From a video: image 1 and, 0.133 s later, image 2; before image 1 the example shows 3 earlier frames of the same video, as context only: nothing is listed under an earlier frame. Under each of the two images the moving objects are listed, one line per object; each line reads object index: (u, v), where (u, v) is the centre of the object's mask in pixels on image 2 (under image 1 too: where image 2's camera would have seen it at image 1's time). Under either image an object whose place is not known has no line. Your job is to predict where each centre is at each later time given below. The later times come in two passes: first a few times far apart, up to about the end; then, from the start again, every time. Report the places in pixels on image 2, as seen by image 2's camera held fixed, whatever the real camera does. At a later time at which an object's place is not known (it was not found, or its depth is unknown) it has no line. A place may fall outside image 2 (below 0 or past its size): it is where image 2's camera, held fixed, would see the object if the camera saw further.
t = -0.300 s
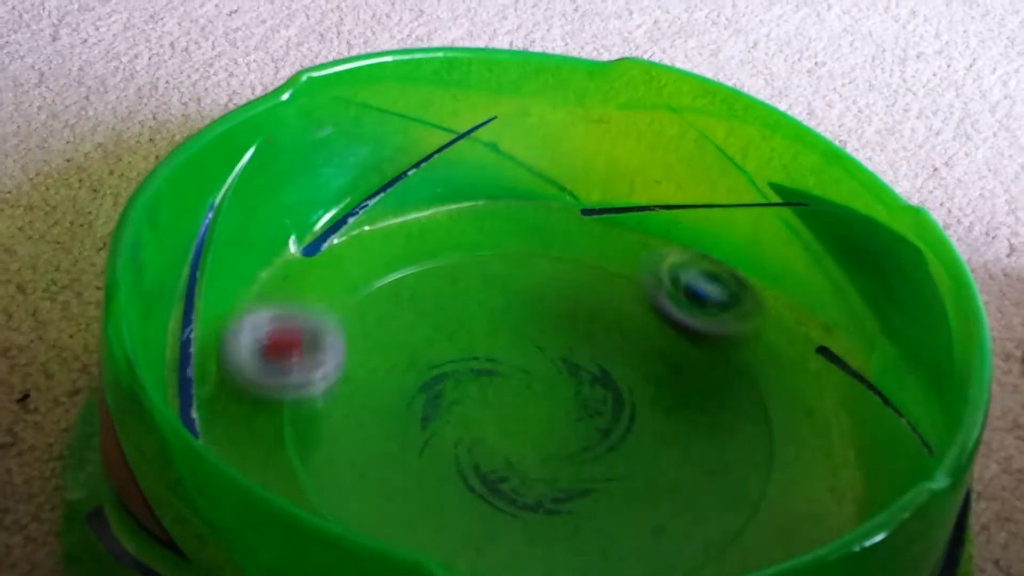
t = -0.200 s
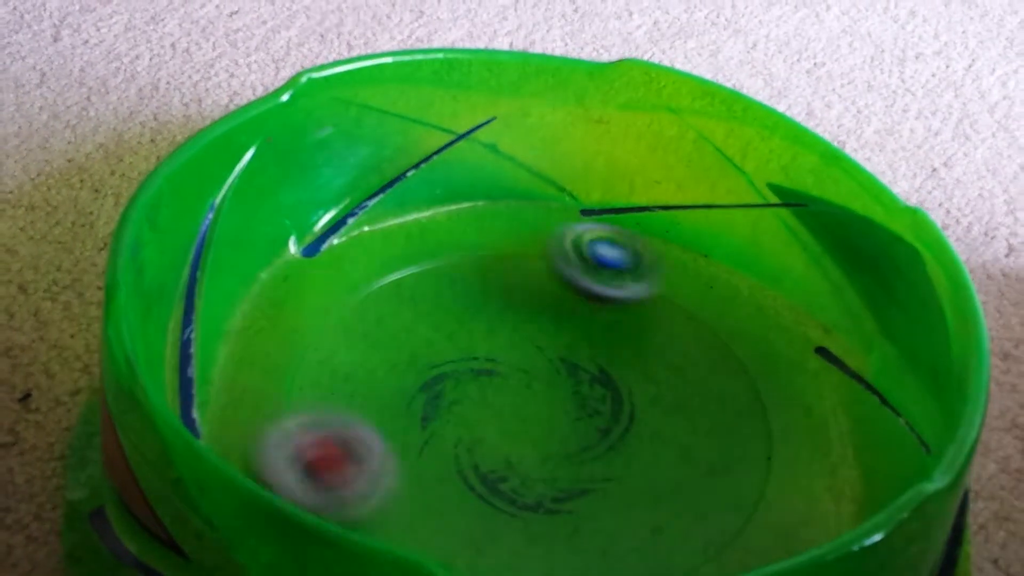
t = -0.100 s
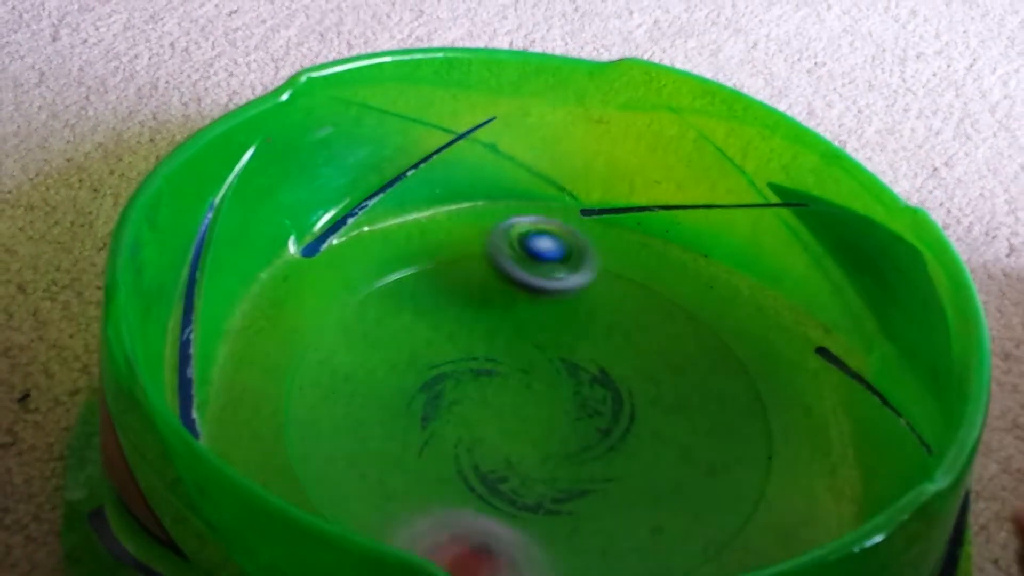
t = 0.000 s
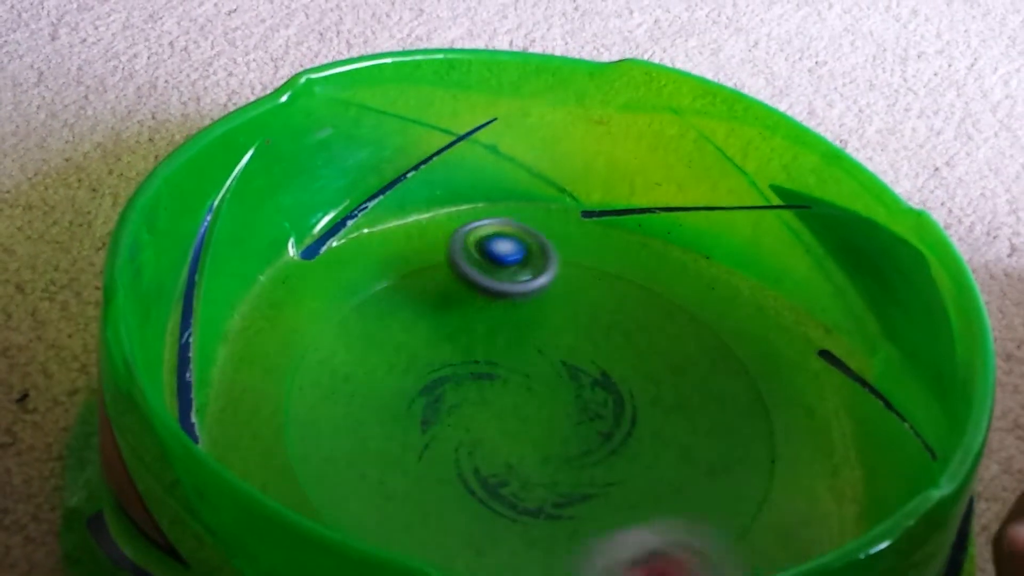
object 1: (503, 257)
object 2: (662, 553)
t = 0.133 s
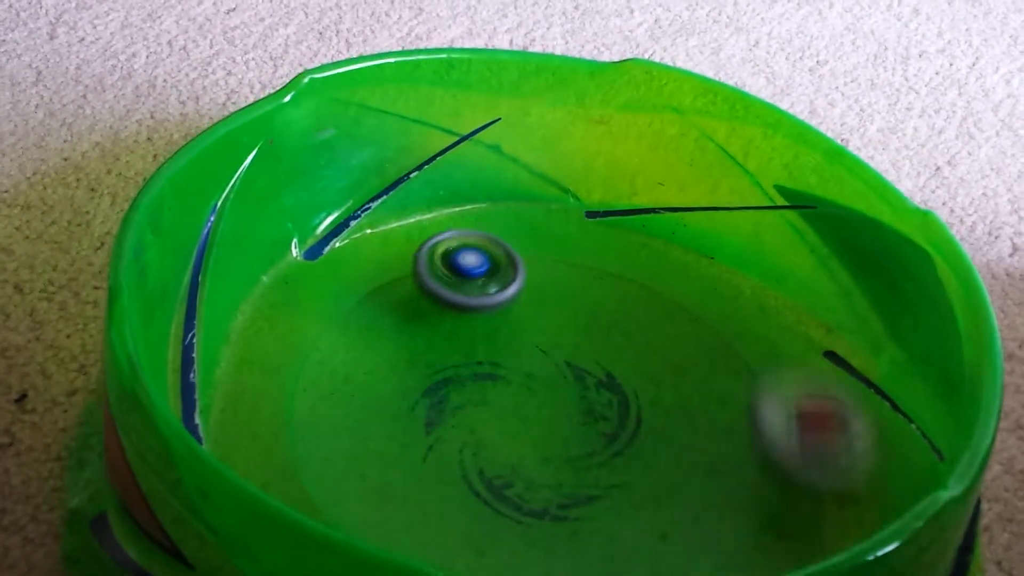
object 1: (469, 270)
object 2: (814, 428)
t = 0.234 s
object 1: (451, 287)
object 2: (734, 276)
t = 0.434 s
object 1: (444, 330)
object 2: (355, 248)
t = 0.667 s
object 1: (456, 395)
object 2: (454, 543)
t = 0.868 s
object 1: (492, 436)
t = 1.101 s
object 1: (540, 450)
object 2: (457, 207)
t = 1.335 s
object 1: (552, 445)
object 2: (315, 466)
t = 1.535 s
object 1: (565, 427)
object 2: (748, 527)
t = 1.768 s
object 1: (548, 400)
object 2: (653, 243)
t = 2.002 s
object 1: (542, 370)
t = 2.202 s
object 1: (525, 348)
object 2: (425, 525)
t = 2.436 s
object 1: (520, 363)
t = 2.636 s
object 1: (544, 384)
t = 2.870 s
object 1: (563, 397)
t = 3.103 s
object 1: (552, 414)
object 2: (456, 538)
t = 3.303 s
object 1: (566, 432)
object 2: (802, 485)
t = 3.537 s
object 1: (560, 433)
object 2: (649, 239)
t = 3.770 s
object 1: (566, 418)
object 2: (331, 272)
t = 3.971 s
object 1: (549, 389)
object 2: (325, 476)
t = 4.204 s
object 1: (534, 361)
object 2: (724, 536)
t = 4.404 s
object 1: (519, 365)
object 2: (781, 334)
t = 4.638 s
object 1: (542, 376)
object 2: (507, 214)
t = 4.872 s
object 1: (550, 375)
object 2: (280, 348)
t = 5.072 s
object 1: (545, 382)
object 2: (437, 527)
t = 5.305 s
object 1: (528, 395)
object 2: (787, 506)
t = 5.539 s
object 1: (525, 408)
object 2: (713, 272)
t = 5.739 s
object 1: (524, 409)
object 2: (475, 215)
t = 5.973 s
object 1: (535, 401)
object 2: (280, 357)
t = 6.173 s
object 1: (536, 384)
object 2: (418, 525)
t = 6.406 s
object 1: (543, 371)
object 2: (760, 517)
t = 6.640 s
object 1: (528, 364)
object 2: (763, 300)
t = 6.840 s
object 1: (531, 378)
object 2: (549, 223)
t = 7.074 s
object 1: (528, 392)
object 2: (303, 290)
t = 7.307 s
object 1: (530, 406)
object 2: (347, 489)
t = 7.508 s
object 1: (537, 414)
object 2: (633, 551)
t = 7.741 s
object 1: (542, 420)
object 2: (811, 403)
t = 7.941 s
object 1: (556, 420)
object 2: (689, 257)
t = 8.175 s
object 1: (566, 409)
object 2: (437, 223)
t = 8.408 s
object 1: (570, 395)
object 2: (279, 362)
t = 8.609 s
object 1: (565, 386)
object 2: (388, 509)
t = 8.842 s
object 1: (551, 376)
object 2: (697, 538)
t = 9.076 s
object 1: (532, 369)
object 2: (790, 384)
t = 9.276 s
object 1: (518, 372)
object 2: (601, 255)
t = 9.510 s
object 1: (514, 382)
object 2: (349, 296)
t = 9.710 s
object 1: (514, 392)
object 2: (361, 476)
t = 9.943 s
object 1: (534, 403)
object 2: (682, 508)
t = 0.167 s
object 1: (463, 276)
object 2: (800, 375)
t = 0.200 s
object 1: (456, 281)
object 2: (776, 325)
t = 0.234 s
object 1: (451, 287)
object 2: (734, 276)
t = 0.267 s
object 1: (449, 293)
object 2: (677, 249)
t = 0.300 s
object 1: (446, 300)
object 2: (617, 226)
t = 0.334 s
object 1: (444, 307)
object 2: (550, 208)
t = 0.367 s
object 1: (443, 315)
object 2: (488, 206)
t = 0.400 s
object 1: (443, 323)
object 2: (426, 222)
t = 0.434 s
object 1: (444, 330)
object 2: (355, 248)
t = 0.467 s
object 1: (444, 339)
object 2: (304, 275)
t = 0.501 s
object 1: (444, 346)
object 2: (281, 313)
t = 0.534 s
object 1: (445, 357)
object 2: (272, 371)
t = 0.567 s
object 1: (446, 365)
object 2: (281, 425)
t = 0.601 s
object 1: (448, 373)
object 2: (321, 474)
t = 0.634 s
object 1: (451, 383)
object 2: (379, 508)
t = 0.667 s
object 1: (456, 395)
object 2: (454, 543)
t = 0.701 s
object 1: (462, 402)
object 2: (536, 558)
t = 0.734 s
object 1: (468, 411)
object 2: (633, 555)
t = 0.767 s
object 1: (473, 418)
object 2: (717, 542)
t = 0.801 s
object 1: (478, 424)
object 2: (784, 518)
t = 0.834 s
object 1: (485, 432)
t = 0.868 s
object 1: (492, 436)
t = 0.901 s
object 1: (499, 440)
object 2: (783, 347)
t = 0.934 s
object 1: (506, 443)
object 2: (754, 296)
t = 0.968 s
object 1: (512, 446)
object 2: (697, 253)
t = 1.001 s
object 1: (521, 447)
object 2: (636, 230)
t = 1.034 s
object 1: (529, 451)
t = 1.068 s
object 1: (535, 452)
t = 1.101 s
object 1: (540, 450)
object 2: (457, 207)
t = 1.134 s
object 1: (545, 450)
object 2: (402, 226)
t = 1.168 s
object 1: (548, 451)
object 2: (344, 252)
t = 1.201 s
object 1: (550, 452)
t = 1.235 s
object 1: (550, 451)
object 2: (280, 320)
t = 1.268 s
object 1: (550, 450)
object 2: (276, 375)
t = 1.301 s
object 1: (551, 447)
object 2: (284, 425)
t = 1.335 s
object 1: (552, 445)
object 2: (315, 466)
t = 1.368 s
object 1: (553, 444)
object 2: (369, 498)
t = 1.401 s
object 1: (555, 443)
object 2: (443, 533)
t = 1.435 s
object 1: (559, 439)
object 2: (509, 550)
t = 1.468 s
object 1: (565, 434)
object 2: (606, 554)
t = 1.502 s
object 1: (566, 432)
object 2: (680, 546)
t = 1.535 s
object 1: (565, 427)
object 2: (748, 527)
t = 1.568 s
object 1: (564, 422)
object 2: (801, 499)
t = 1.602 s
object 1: (564, 417)
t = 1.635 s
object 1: (561, 414)
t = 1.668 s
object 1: (557, 410)
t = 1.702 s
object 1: (551, 408)
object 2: (766, 297)
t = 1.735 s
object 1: (548, 403)
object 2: (708, 266)
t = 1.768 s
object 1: (548, 400)
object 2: (653, 243)
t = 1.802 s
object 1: (547, 396)
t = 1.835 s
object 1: (546, 392)
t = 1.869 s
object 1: (545, 389)
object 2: (489, 207)
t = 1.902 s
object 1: (544, 383)
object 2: (436, 220)
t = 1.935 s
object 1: (544, 379)
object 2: (386, 234)
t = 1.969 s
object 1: (543, 374)
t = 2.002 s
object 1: (542, 370)
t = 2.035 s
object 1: (540, 364)
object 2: (290, 328)
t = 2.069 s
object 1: (540, 358)
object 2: (288, 374)
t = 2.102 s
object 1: (538, 354)
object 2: (293, 423)
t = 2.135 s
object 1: (534, 351)
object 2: (314, 457)
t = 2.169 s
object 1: (530, 348)
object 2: (361, 492)
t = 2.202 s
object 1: (525, 348)
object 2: (425, 525)
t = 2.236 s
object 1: (522, 348)
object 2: (491, 546)
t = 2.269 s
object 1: (521, 348)
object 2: (553, 555)
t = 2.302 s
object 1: (521, 351)
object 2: (644, 552)
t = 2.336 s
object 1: (519, 354)
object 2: (714, 541)
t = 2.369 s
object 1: (517, 356)
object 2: (769, 524)
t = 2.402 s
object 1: (518, 359)
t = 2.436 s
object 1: (520, 363)
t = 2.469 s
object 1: (521, 368)
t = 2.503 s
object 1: (525, 371)
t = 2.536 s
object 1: (529, 376)
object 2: (771, 310)
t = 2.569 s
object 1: (534, 379)
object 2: (729, 272)
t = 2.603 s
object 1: (539, 381)
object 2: (679, 249)
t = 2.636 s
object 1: (544, 384)
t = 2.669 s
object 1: (547, 387)
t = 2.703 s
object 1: (551, 388)
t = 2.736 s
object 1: (554, 390)
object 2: (476, 212)
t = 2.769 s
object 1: (556, 391)
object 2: (425, 224)
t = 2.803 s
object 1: (559, 393)
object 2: (379, 243)
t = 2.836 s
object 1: (561, 395)
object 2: (332, 265)
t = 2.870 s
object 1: (563, 397)
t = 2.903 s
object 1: (563, 399)
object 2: (291, 332)
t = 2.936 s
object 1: (564, 401)
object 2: (283, 371)
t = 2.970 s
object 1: (564, 404)
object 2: (281, 418)
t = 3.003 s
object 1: (563, 405)
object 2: (301, 454)
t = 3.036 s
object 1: (560, 408)
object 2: (337, 484)
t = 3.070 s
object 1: (556, 411)
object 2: (390, 513)
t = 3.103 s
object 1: (552, 414)
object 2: (456, 538)
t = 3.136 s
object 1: (550, 418)
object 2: (513, 551)
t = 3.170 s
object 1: (553, 421)
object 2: (592, 557)
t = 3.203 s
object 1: (559, 426)
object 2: (660, 548)
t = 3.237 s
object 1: (562, 429)
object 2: (713, 535)
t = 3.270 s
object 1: (564, 431)
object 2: (765, 517)
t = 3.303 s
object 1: (566, 432)
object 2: (802, 485)
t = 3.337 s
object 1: (565, 433)
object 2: (824, 445)
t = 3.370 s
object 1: (566, 433)
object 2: (818, 401)
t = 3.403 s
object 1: (564, 434)
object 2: (798, 358)
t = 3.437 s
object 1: (563, 434)
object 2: (774, 320)
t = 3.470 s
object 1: (562, 434)
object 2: (742, 284)
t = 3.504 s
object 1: (561, 434)
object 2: (699, 258)
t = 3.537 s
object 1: (560, 433)
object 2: (649, 239)
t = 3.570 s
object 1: (558, 432)
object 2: (604, 227)
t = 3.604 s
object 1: (558, 430)
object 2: (556, 217)
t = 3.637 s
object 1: (559, 428)
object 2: (509, 210)
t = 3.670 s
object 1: (559, 426)
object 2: (460, 219)
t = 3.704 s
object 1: (559, 422)
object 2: (417, 232)
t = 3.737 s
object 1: (562, 420)
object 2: (374, 250)
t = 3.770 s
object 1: (566, 418)
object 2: (331, 272)
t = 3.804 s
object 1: (566, 414)
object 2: (300, 294)
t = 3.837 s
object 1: (560, 409)
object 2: (286, 330)
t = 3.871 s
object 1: (554, 405)
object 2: (279, 366)
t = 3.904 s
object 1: (552, 399)
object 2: (278, 412)
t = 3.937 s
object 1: (550, 395)
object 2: (290, 442)
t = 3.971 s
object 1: (549, 389)
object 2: (325, 476)
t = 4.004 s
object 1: (546, 386)
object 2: (374, 502)
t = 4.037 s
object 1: (543, 380)
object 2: (432, 525)
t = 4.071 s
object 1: (540, 374)
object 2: (486, 540)
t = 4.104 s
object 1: (538, 370)
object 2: (539, 548)
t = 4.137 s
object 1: (536, 366)
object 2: (606, 551)
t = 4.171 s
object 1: (535, 362)
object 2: (673, 548)
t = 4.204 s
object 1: (534, 361)
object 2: (724, 536)
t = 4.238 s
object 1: (529, 360)
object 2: (766, 519)
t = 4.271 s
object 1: (525, 360)
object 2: (802, 491)
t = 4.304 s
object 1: (522, 360)
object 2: (824, 454)
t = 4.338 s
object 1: (521, 362)
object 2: (818, 411)
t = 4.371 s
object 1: (520, 363)
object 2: (805, 372)
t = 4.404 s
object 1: (519, 365)
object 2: (781, 334)
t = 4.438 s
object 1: (521, 366)
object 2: (756, 301)
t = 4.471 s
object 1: (524, 369)
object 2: (724, 270)
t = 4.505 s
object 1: (526, 372)
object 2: (677, 252)
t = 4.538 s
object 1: (529, 373)
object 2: (639, 239)
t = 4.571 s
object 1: (533, 374)
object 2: (593, 228)
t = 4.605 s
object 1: (539, 375)
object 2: (550, 220)
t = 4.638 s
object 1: (542, 376)
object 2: (507, 214)
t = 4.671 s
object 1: (544, 376)
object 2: (462, 217)
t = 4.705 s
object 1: (545, 375)
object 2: (421, 230)
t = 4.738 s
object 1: (547, 374)
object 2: (382, 248)
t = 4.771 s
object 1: (549, 374)
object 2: (346, 268)
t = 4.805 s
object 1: (550, 375)
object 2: (319, 290)
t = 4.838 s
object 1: (550, 375)
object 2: (291, 317)
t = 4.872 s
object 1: (550, 375)
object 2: (280, 348)
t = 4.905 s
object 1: (550, 377)
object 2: (278, 390)
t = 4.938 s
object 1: (549, 377)
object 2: (280, 423)
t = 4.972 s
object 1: (549, 378)
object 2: (299, 455)
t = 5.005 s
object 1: (548, 379)
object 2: (335, 482)
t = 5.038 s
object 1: (546, 381)
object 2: (385, 506)
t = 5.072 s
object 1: (545, 382)
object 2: (437, 527)
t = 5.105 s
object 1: (543, 384)
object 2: (489, 539)
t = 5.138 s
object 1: (540, 385)
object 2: (538, 547)
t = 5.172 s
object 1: (536, 386)
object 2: (597, 549)
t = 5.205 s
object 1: (534, 389)
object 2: (660, 549)
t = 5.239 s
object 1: (533, 391)
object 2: (711, 540)
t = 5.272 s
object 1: (532, 393)
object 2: (756, 526)
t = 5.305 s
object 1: (528, 395)
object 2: (787, 506)
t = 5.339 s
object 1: (526, 397)
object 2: (815, 473)
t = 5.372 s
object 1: (524, 398)
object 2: (823, 435)
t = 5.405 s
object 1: (525, 401)
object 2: (812, 400)
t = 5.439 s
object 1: (525, 404)
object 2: (794, 360)
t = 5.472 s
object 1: (526, 406)
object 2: (772, 328)
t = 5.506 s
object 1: (525, 407)
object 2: (744, 299)
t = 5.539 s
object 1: (525, 408)
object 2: (713, 272)
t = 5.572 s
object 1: (525, 409)
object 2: (680, 249)
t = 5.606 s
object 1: (525, 409)
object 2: (638, 237)
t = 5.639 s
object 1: (524, 409)
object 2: (601, 227)
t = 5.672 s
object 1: (524, 409)
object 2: (557, 220)
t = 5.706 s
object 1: (523, 409)
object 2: (520, 214)
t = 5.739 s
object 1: (524, 409)
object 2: (475, 215)
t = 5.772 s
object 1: (525, 408)
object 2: (434, 222)
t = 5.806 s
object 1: (526, 407)
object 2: (396, 237)
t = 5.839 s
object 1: (527, 407)
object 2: (361, 256)
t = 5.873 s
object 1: (529, 406)
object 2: (331, 276)
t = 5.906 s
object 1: (532, 405)
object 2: (307, 299)
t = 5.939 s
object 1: (534, 404)
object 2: (287, 326)
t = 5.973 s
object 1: (535, 401)
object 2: (280, 357)
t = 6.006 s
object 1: (537, 398)
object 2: (275, 393)
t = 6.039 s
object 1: (537, 394)
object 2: (281, 428)
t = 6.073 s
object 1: (536, 390)
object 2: (297, 454)
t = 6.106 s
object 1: (536, 388)
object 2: (329, 480)
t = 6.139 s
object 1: (535, 384)
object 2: (377, 506)
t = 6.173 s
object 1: (536, 384)
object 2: (418, 525)
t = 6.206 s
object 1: (536, 382)
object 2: (469, 541)
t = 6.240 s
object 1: (536, 381)
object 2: (516, 551)
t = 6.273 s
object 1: (538, 379)
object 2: (567, 556)
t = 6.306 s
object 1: (541, 378)
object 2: (634, 554)
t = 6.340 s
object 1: (542, 375)
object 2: (680, 545)
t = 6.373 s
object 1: (542, 373)
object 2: (719, 534)
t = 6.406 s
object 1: (543, 371)
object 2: (760, 517)
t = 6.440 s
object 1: (543, 369)
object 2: (785, 492)
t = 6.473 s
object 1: (543, 366)
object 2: (801, 460)
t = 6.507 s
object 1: (541, 364)
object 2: (810, 427)
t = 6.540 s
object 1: (537, 362)
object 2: (812, 394)
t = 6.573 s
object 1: (533, 361)
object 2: (802, 359)
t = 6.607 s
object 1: (529, 361)
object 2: (784, 328)
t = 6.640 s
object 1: (528, 364)
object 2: (763, 300)
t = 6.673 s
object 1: (525, 367)
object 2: (732, 275)
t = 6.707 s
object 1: (526, 369)
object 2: (695, 260)
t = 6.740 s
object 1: (527, 371)
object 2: (657, 247)
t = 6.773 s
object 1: (528, 374)
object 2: (623, 236)
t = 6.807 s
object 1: (530, 376)
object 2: (585, 229)
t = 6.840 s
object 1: (531, 378)
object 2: (549, 223)
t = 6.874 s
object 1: (532, 380)
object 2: (511, 221)
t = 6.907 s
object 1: (532, 381)
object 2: (471, 223)
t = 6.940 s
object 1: (531, 384)
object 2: (431, 226)
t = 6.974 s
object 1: (532, 386)
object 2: (393, 233)
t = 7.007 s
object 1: (531, 388)
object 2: (355, 248)
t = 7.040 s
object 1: (530, 390)
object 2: (321, 265)
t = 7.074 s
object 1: (528, 392)
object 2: (303, 290)
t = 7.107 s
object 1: (527, 394)
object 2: (291, 316)
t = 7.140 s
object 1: (527, 395)
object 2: (283, 346)
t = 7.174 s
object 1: (527, 397)
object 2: (280, 378)
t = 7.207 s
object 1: (528, 399)
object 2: (283, 414)
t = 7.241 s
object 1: (527, 401)
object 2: (296, 442)
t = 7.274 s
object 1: (529, 403)
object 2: (318, 467)
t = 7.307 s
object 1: (530, 406)
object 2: (347, 489)
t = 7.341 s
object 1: (531, 408)
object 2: (389, 511)
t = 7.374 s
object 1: (533, 410)
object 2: (441, 532)
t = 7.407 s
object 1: (534, 411)
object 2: (482, 542)
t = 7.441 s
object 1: (535, 412)
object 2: (522, 549)
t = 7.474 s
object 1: (536, 414)
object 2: (580, 552)
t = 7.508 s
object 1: (537, 414)
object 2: (633, 551)
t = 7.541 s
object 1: (537, 416)
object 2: (683, 548)
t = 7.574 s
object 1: (539, 417)
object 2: (723, 536)
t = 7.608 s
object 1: (540, 418)
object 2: (759, 520)
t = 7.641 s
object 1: (540, 419)
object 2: (784, 498)
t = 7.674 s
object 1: (541, 419)
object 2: (799, 469)
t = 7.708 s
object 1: (541, 419)
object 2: (809, 435)
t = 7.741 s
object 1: (542, 420)
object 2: (811, 403)
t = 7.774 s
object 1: (543, 420)
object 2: (808, 373)
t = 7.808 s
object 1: (544, 420)
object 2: (795, 341)
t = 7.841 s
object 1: (546, 420)
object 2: (779, 314)
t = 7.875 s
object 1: (548, 421)
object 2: (758, 289)
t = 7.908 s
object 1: (551, 420)
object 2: (726, 273)
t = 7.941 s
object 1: (556, 420)
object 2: (689, 257)
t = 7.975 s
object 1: (560, 421)
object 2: (653, 244)
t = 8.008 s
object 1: (565, 422)
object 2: (622, 235)
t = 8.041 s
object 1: (566, 421)
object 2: (587, 228)
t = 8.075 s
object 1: (565, 416)
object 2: (551, 222)
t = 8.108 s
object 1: (565, 414)
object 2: (513, 219)
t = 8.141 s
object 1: (565, 411)
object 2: (477, 219)
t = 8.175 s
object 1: (566, 409)
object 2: (437, 223)
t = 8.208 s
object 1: (565, 407)
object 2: (403, 234)
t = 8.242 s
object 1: (566, 404)
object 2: (372, 248)
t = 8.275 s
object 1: (567, 402)
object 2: (341, 265)
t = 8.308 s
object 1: (569, 401)
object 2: (319, 283)
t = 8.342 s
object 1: (569, 398)
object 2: (300, 304)
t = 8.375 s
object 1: (570, 397)
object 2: (286, 330)
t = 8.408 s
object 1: (570, 395)
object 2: (279, 362)
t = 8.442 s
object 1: (570, 394)
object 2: (275, 392)
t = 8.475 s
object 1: (570, 392)
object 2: (279, 422)
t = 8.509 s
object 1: (569, 390)
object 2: (293, 447)
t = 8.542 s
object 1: (568, 388)
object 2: (316, 470)
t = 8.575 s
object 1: (567, 387)
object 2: (349, 490)
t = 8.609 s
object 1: (565, 386)
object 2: (388, 509)
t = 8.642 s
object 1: (564, 383)
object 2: (430, 525)
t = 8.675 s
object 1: (561, 382)
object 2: (475, 536)
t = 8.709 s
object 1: (560, 380)
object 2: (515, 543)
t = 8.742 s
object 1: (558, 379)
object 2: (560, 545)
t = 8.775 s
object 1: (556, 378)
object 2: (608, 546)
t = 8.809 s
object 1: (554, 377)
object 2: (652, 543)
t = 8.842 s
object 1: (551, 376)
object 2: (697, 538)
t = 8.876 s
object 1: (549, 375)
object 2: (735, 531)
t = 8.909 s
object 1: (546, 373)
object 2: (774, 517)
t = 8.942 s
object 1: (543, 372)
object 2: (805, 498)
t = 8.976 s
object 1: (540, 371)
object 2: (826, 478)
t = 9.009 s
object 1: (538, 370)
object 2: (820, 445)
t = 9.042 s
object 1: (533, 370)
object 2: (807, 412)
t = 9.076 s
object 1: (532, 369)
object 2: (790, 384)
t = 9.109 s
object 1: (529, 369)
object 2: (770, 357)
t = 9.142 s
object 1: (527, 370)
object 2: (743, 335)
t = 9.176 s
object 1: (525, 371)
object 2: (711, 307)
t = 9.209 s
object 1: (522, 371)
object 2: (676, 285)
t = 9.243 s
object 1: (520, 372)
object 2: (636, 267)
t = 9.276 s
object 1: (518, 372)
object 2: (601, 255)
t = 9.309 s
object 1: (515, 373)
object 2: (562, 245)
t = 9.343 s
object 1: (513, 376)
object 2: (522, 240)
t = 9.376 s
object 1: (512, 377)
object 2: (483, 240)
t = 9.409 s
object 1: (513, 379)
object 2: (444, 245)
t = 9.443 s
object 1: (513, 380)
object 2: (407, 259)
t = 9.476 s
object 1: (514, 381)
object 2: (377, 274)
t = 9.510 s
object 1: (514, 382)
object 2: (349, 296)
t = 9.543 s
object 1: (514, 383)
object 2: (330, 320)
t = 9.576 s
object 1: (514, 385)
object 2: (316, 349)
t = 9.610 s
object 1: (515, 386)
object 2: (312, 381)
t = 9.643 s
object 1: (515, 388)
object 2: (318, 415)
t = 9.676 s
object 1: (515, 390)
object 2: (332, 448)
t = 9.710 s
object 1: (514, 392)
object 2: (361, 476)
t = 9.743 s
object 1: (515, 394)
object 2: (397, 498)
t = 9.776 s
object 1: (518, 396)
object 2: (447, 519)
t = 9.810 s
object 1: (521, 399)
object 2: (495, 530)
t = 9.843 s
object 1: (526, 401)
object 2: (546, 534)
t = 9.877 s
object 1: (530, 403)
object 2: (596, 532)
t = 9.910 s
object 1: (532, 403)
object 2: (642, 525)
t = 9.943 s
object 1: (534, 403)
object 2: (682, 508)
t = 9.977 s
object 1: (535, 404)
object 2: (713, 481)
